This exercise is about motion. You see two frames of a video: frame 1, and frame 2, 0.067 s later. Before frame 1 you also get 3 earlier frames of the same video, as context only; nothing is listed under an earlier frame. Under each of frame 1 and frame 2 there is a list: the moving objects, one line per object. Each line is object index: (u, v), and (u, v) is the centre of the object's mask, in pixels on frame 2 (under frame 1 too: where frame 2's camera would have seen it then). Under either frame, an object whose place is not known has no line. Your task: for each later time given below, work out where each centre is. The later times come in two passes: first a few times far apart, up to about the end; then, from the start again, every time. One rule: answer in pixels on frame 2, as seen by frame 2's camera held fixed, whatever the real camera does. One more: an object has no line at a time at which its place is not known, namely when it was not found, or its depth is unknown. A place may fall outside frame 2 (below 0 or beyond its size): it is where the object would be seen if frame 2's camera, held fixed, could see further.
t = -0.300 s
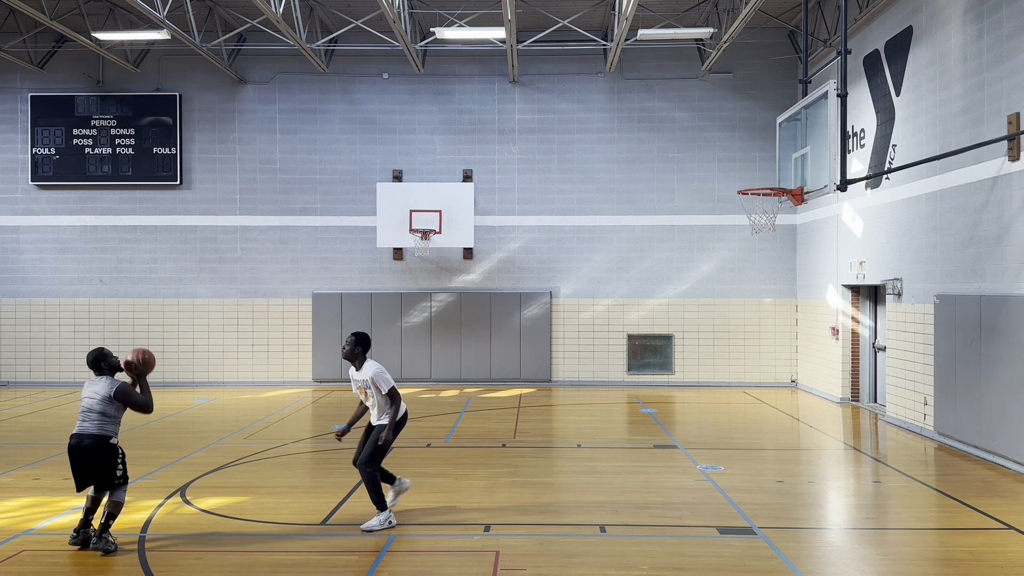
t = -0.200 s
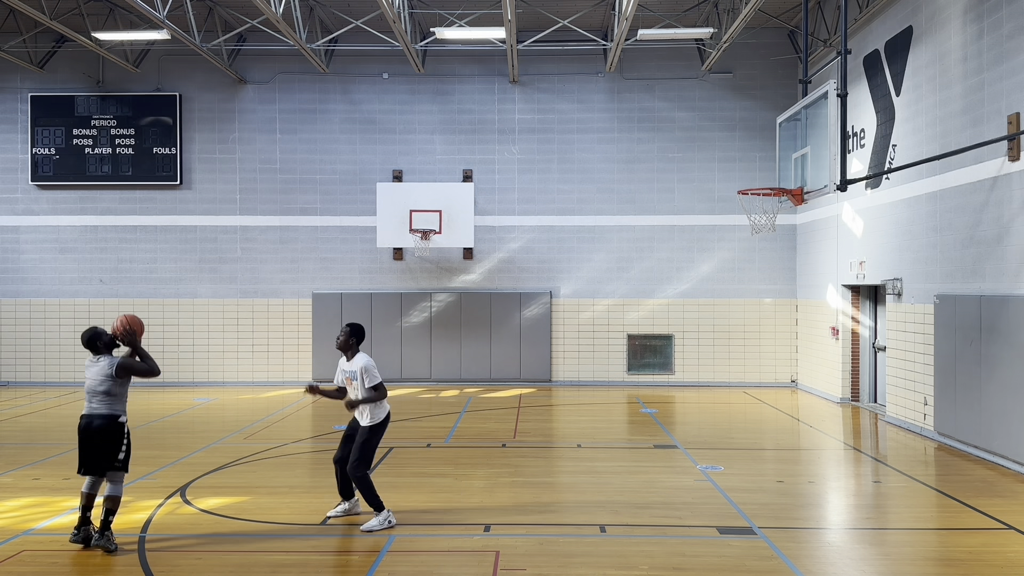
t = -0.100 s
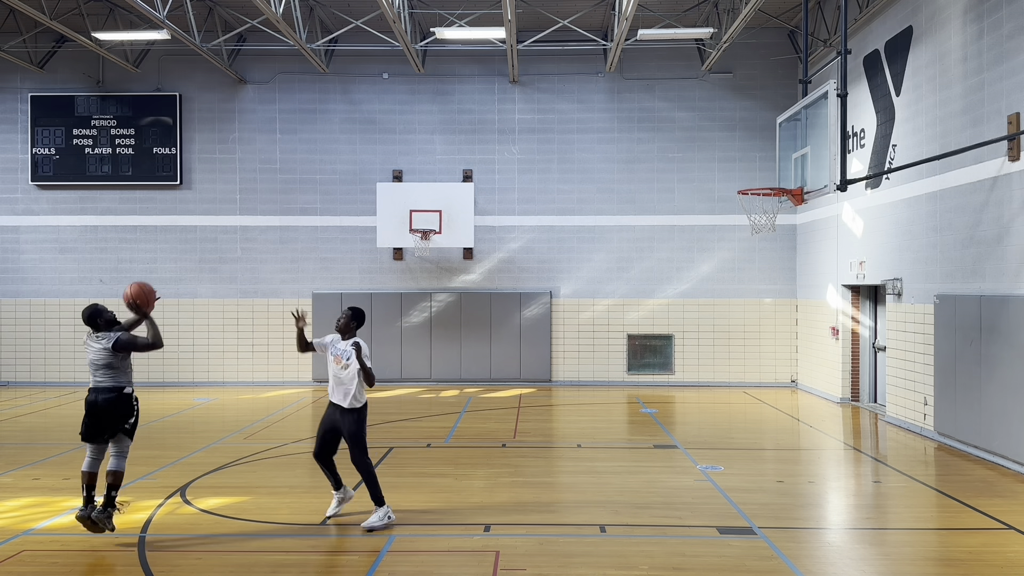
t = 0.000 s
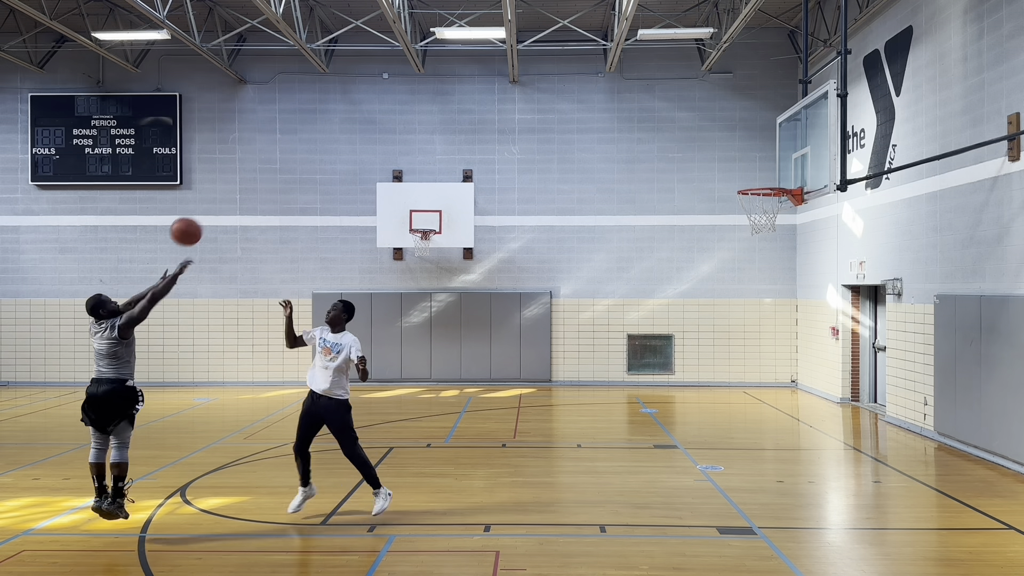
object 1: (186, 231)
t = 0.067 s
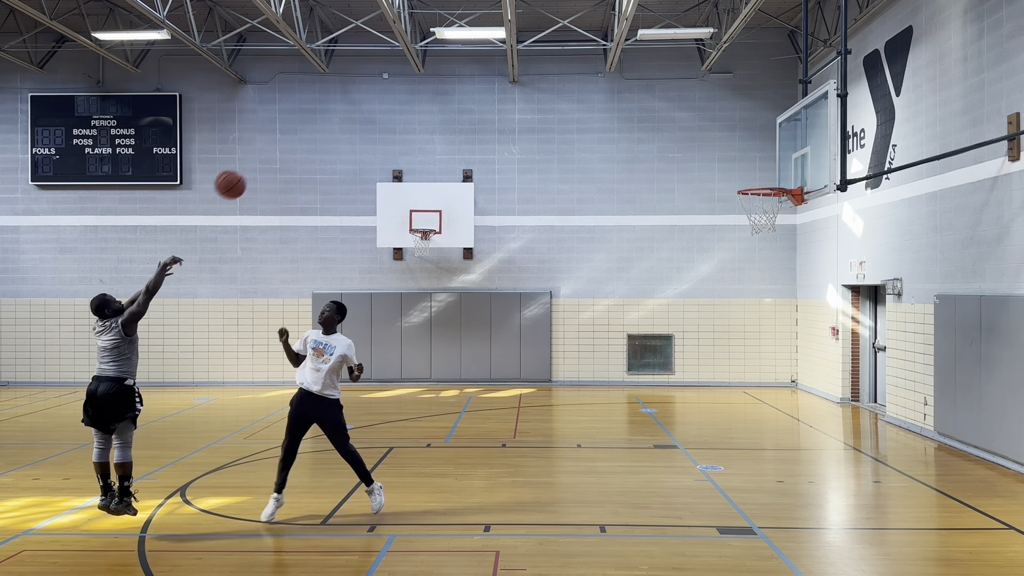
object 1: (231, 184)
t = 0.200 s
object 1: (313, 112)
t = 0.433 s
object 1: (443, 42)
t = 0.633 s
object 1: (541, 31)
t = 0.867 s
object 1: (644, 69)
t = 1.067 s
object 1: (724, 139)
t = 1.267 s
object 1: (783, 214)
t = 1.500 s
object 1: (785, 250)
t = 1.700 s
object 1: (787, 320)
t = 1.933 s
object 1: (792, 444)
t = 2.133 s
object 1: (773, 397)
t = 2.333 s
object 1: (749, 342)
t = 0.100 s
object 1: (252, 164)
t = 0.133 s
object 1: (273, 145)
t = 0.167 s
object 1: (293, 128)
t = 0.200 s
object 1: (313, 112)
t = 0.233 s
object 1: (333, 98)
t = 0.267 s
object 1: (352, 85)
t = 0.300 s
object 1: (372, 73)
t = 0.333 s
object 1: (390, 64)
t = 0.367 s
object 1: (407, 55)
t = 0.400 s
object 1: (426, 48)
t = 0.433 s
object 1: (443, 42)
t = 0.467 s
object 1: (460, 37)
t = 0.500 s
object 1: (477, 33)
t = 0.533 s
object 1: (494, 31)
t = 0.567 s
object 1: (510, 30)
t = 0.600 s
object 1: (525, 30)
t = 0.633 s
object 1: (541, 31)
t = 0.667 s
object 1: (557, 34)
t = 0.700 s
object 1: (572, 37)
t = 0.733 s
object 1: (587, 41)
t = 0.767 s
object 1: (601, 47)
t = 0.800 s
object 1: (616, 54)
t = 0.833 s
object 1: (630, 61)
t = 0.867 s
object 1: (644, 69)
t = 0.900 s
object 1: (658, 78)
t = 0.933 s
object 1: (671, 88)
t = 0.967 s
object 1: (685, 100)
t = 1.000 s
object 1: (698, 112)
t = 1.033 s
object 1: (711, 125)
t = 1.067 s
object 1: (724, 139)
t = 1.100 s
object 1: (737, 153)
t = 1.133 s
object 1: (749, 168)
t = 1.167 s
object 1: (762, 181)
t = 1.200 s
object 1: (773, 201)
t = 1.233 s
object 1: (780, 211)
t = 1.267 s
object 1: (783, 214)
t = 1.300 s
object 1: (782, 216)
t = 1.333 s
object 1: (783, 219)
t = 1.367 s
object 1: (783, 223)
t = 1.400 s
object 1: (784, 229)
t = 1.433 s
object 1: (784, 235)
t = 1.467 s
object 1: (785, 242)
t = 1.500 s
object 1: (785, 250)
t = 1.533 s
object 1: (785, 260)
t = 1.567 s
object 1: (785, 270)
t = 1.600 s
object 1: (786, 281)
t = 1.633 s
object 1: (786, 293)
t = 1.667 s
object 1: (787, 306)
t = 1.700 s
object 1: (787, 320)
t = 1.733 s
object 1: (788, 335)
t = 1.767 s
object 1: (788, 351)
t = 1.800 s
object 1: (789, 368)
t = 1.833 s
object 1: (790, 385)
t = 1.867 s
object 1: (790, 404)
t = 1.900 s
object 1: (791, 424)
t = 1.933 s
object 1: (792, 444)
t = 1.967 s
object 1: (793, 466)
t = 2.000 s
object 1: (789, 453)
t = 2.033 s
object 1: (785, 437)
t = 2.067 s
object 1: (781, 423)
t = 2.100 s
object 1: (777, 409)
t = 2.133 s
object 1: (773, 397)
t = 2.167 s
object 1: (769, 385)
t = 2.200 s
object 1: (765, 374)
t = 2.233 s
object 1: (761, 365)
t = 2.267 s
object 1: (757, 356)
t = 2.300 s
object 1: (753, 348)
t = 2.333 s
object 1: (749, 342)
